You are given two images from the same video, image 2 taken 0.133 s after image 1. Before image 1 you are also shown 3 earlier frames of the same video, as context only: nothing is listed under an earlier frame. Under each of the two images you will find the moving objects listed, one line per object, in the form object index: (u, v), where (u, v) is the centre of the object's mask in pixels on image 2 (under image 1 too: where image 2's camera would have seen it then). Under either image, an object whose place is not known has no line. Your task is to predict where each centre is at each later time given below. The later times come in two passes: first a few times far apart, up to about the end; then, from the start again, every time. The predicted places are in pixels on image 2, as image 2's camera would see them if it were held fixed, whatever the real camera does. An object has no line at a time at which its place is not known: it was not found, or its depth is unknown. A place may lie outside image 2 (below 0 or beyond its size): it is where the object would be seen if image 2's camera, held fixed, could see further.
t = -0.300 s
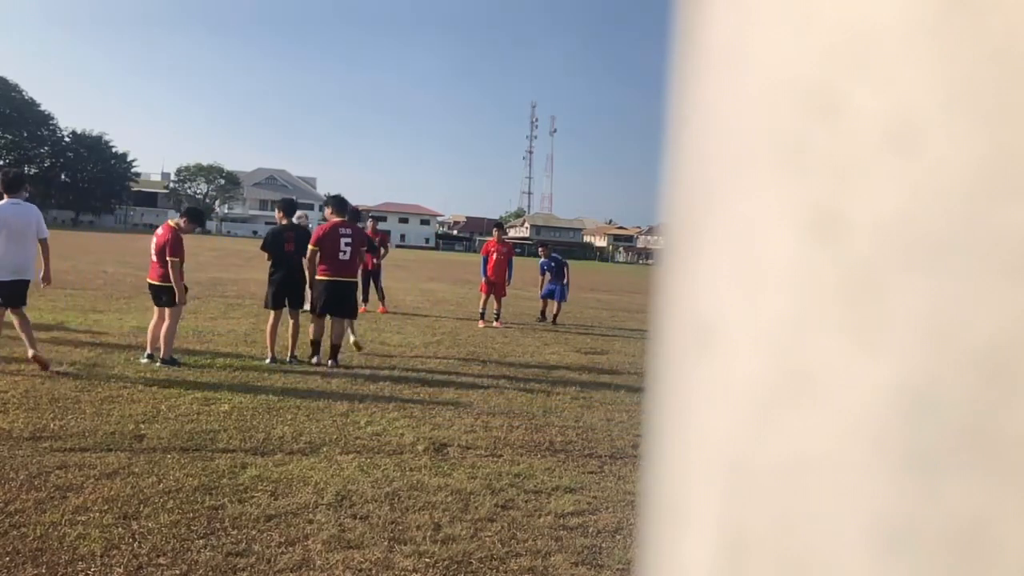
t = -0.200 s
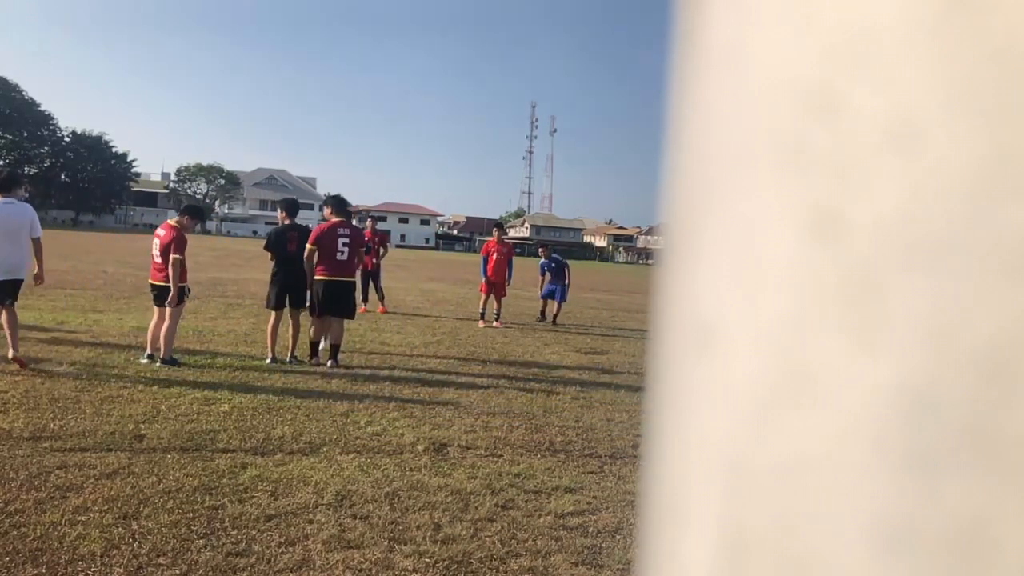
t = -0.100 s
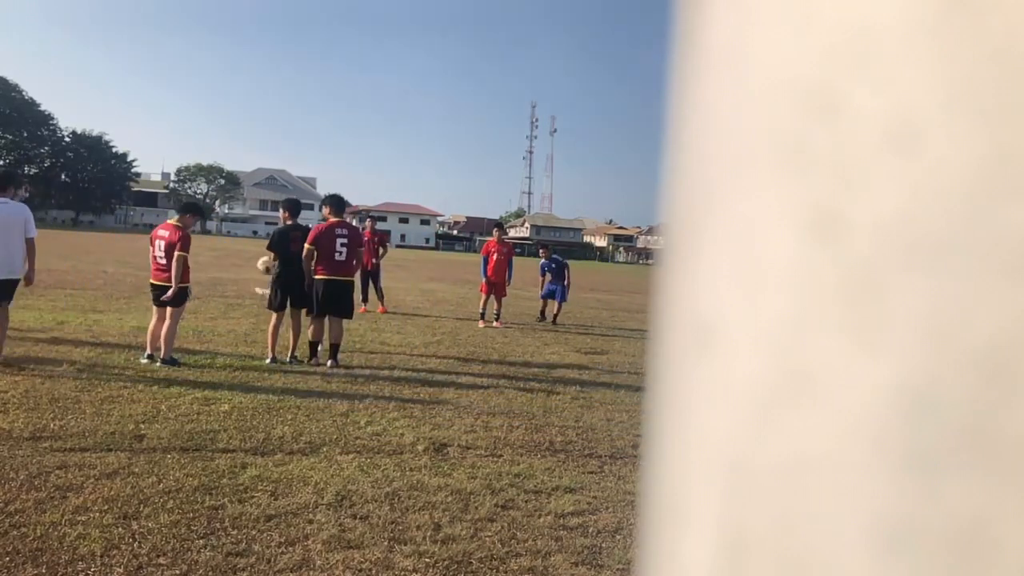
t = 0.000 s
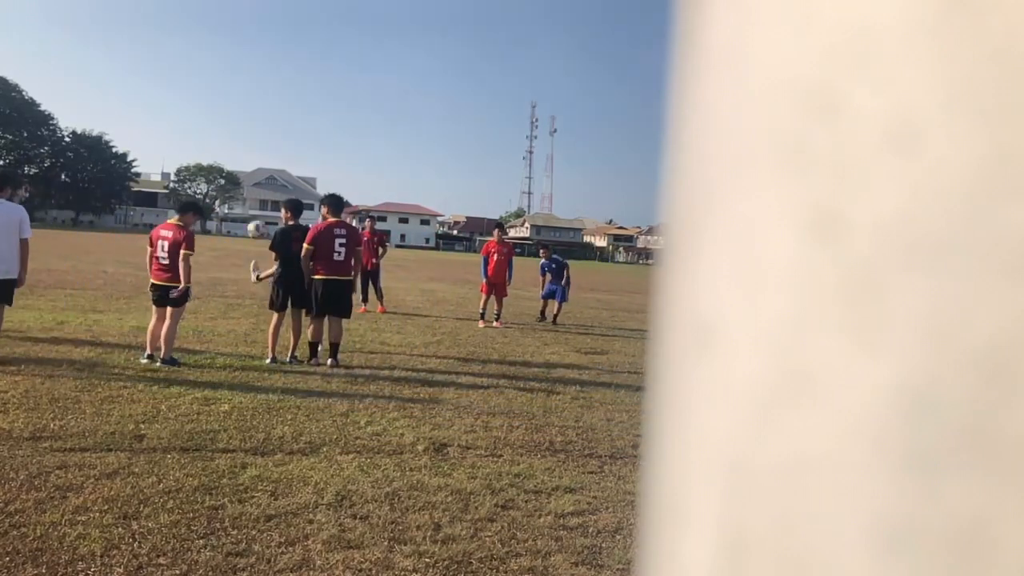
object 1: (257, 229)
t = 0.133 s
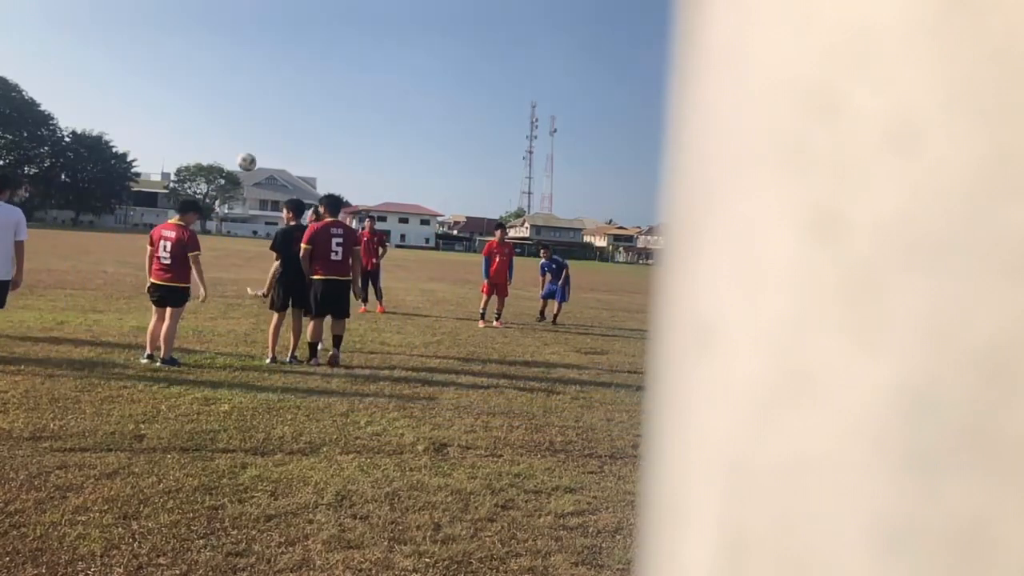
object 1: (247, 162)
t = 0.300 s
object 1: (232, 99)
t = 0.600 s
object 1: (202, 46)
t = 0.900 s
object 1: (168, 69)
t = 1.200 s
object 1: (126, 169)
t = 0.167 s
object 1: (244, 148)
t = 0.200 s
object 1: (241, 134)
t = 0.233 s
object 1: (238, 121)
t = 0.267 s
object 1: (235, 109)
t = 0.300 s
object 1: (232, 99)
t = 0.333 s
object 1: (230, 89)
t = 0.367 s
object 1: (226, 81)
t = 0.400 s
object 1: (223, 73)
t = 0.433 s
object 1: (219, 66)
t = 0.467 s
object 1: (216, 60)
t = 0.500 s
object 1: (213, 56)
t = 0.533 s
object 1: (209, 51)
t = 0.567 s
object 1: (206, 49)
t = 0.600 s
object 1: (202, 46)
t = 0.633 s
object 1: (199, 45)
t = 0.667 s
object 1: (195, 45)
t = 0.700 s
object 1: (191, 45)
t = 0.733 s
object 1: (187, 47)
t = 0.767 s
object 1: (183, 50)
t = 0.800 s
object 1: (179, 53)
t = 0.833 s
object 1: (176, 57)
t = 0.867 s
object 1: (172, 63)
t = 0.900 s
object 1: (168, 69)
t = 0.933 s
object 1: (163, 76)
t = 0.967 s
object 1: (159, 84)
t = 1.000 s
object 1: (154, 94)
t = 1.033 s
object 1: (150, 104)
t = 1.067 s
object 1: (146, 114)
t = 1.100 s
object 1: (141, 126)
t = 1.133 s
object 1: (137, 141)
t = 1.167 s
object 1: (131, 154)
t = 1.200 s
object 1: (126, 169)
